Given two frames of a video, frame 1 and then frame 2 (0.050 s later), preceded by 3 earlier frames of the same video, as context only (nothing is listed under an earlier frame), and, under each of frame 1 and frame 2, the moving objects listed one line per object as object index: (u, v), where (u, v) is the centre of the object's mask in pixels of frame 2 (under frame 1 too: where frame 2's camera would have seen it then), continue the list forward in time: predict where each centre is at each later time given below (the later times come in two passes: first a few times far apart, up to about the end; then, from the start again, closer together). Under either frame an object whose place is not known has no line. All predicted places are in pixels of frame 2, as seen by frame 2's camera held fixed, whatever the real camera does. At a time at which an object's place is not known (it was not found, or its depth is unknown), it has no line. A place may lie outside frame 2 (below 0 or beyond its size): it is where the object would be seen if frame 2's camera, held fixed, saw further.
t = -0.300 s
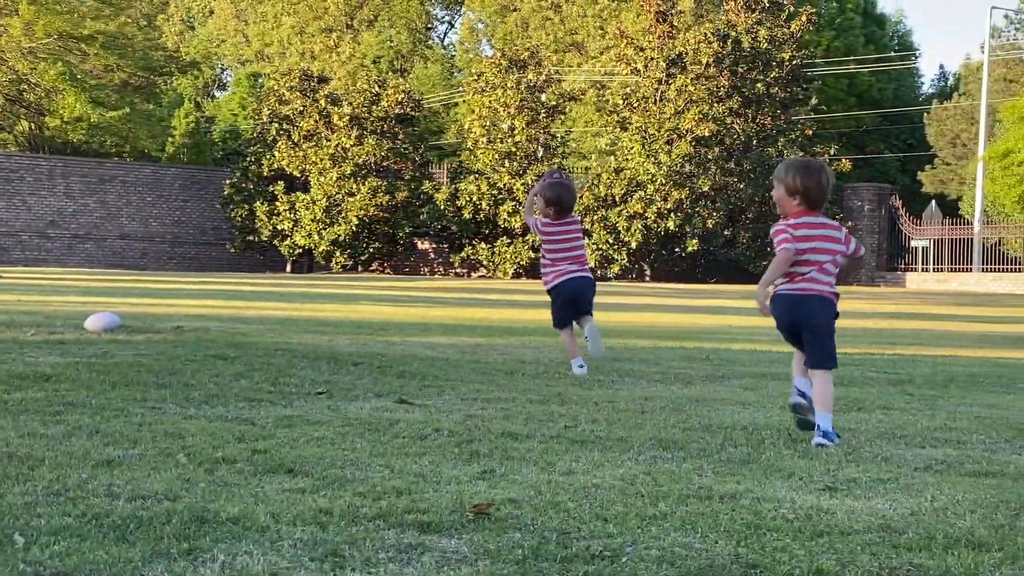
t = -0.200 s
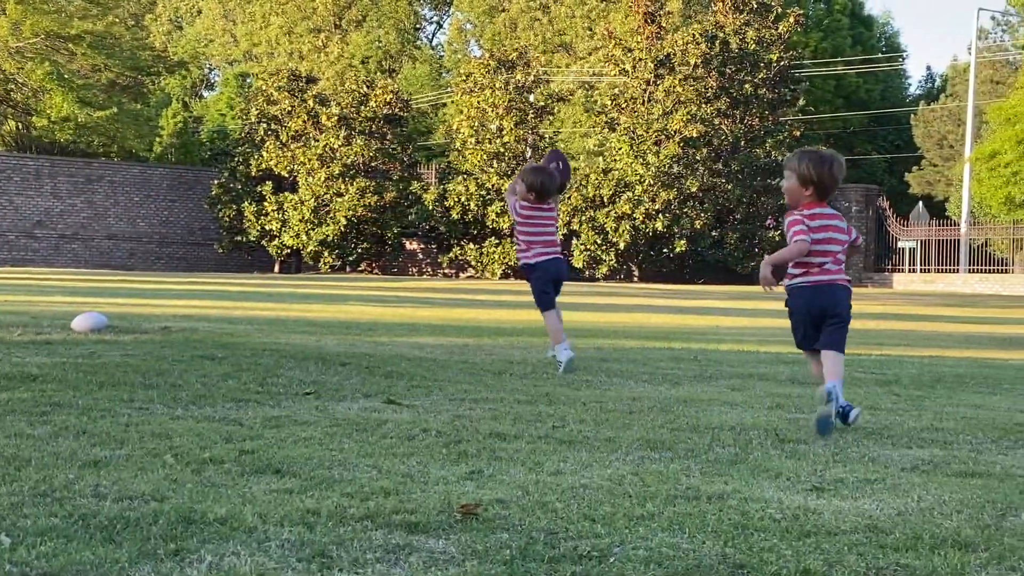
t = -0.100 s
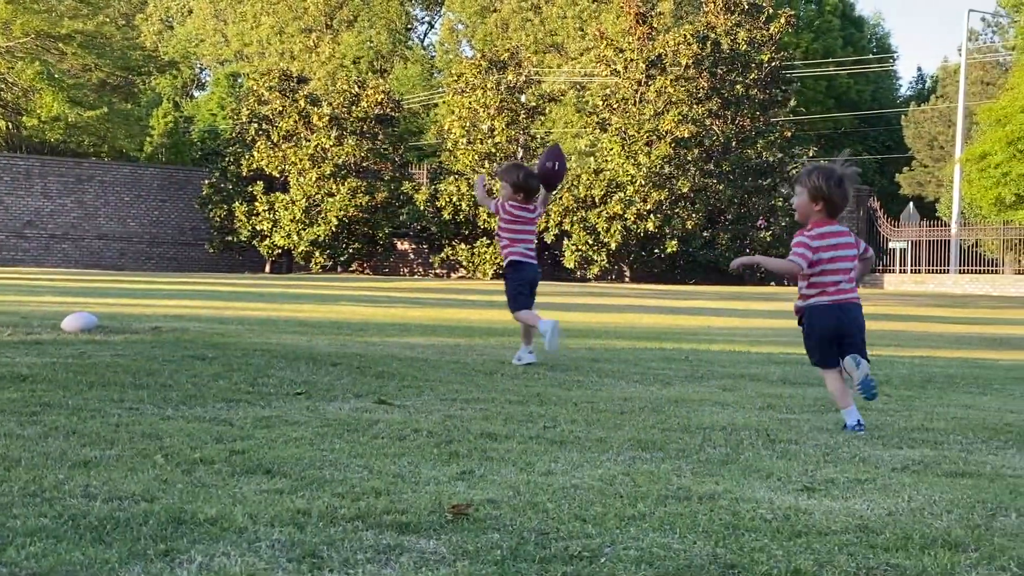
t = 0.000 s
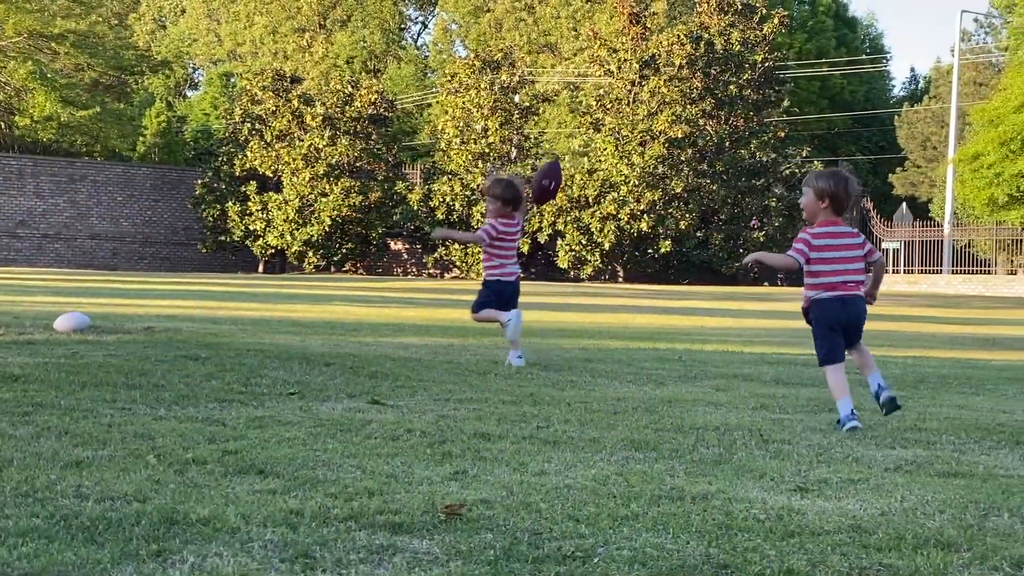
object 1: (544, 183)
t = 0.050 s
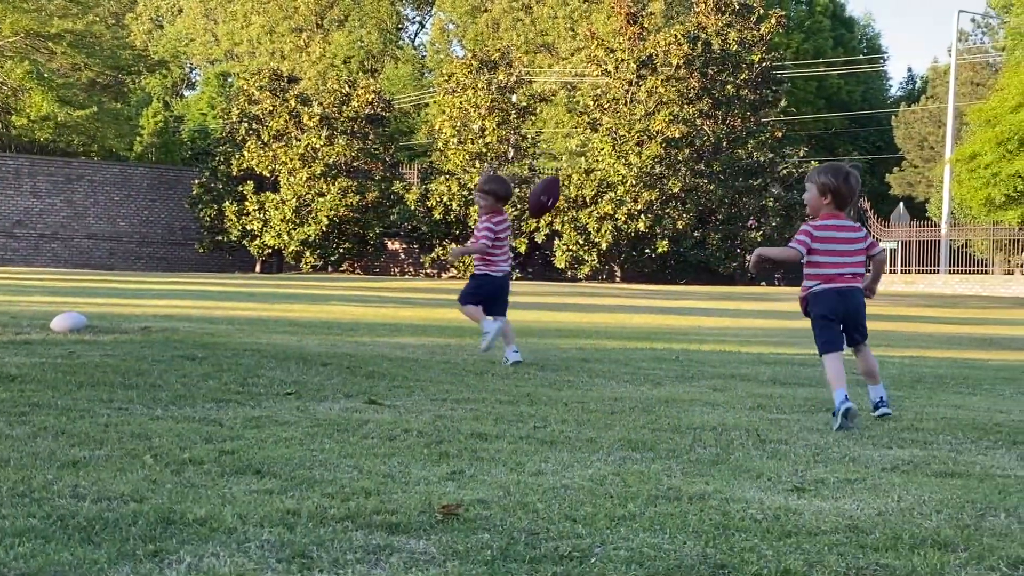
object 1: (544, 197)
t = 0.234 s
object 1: (544, 290)
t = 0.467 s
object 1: (556, 312)
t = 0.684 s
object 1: (576, 309)
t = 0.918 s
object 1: (602, 354)
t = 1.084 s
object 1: (622, 345)
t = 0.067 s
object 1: (545, 203)
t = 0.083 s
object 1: (544, 210)
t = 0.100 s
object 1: (544, 216)
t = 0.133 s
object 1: (544, 232)
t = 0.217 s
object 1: (543, 280)
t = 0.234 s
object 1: (544, 290)
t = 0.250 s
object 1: (544, 303)
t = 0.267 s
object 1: (543, 315)
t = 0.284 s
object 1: (543, 328)
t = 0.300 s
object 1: (542, 341)
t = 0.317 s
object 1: (542, 354)
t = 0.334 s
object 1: (542, 356)
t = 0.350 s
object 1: (545, 351)
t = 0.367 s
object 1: (546, 343)
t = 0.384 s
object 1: (548, 337)
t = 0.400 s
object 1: (549, 331)
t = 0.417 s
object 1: (551, 325)
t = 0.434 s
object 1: (553, 320)
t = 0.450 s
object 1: (555, 316)
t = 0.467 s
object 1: (556, 312)
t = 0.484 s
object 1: (558, 308)
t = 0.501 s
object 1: (560, 306)
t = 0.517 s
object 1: (561, 303)
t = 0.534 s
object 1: (563, 302)
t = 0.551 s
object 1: (564, 301)
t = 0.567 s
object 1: (566, 300)
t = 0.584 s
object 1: (567, 299)
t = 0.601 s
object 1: (569, 300)
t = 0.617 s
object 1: (570, 300)
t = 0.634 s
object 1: (571, 302)
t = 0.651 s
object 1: (573, 304)
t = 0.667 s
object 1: (574, 306)
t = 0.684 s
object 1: (576, 309)
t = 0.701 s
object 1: (577, 313)
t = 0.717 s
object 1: (579, 316)
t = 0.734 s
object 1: (580, 321)
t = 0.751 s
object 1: (582, 326)
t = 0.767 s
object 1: (583, 332)
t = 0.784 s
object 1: (584, 338)
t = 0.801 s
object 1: (586, 344)
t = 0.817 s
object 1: (587, 351)
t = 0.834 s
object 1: (589, 354)
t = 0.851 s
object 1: (592, 354)
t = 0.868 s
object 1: (594, 354)
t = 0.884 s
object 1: (597, 354)
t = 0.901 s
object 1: (599, 354)
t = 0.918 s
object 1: (602, 354)
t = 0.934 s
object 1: (605, 353)
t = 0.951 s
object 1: (607, 353)
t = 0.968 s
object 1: (609, 351)
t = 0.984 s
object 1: (611, 350)
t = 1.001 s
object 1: (613, 348)
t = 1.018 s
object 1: (615, 347)
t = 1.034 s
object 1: (617, 347)
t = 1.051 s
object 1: (618, 346)
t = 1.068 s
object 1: (620, 346)
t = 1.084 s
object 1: (622, 345)
